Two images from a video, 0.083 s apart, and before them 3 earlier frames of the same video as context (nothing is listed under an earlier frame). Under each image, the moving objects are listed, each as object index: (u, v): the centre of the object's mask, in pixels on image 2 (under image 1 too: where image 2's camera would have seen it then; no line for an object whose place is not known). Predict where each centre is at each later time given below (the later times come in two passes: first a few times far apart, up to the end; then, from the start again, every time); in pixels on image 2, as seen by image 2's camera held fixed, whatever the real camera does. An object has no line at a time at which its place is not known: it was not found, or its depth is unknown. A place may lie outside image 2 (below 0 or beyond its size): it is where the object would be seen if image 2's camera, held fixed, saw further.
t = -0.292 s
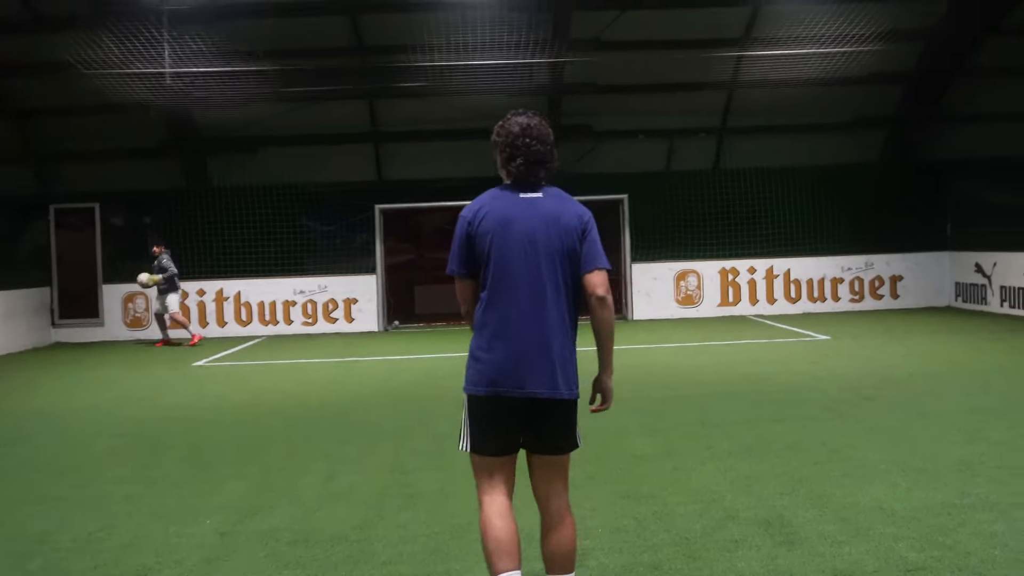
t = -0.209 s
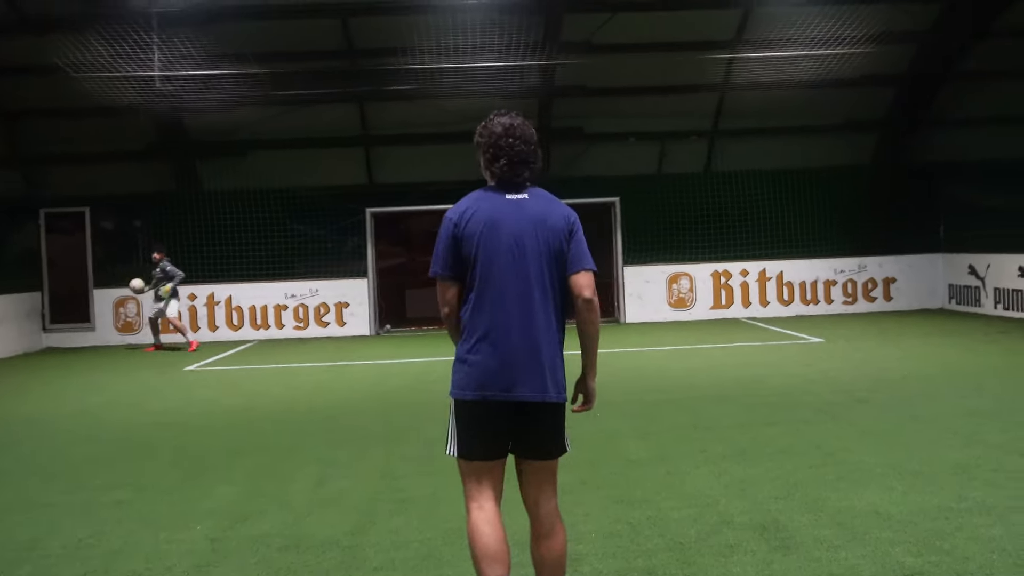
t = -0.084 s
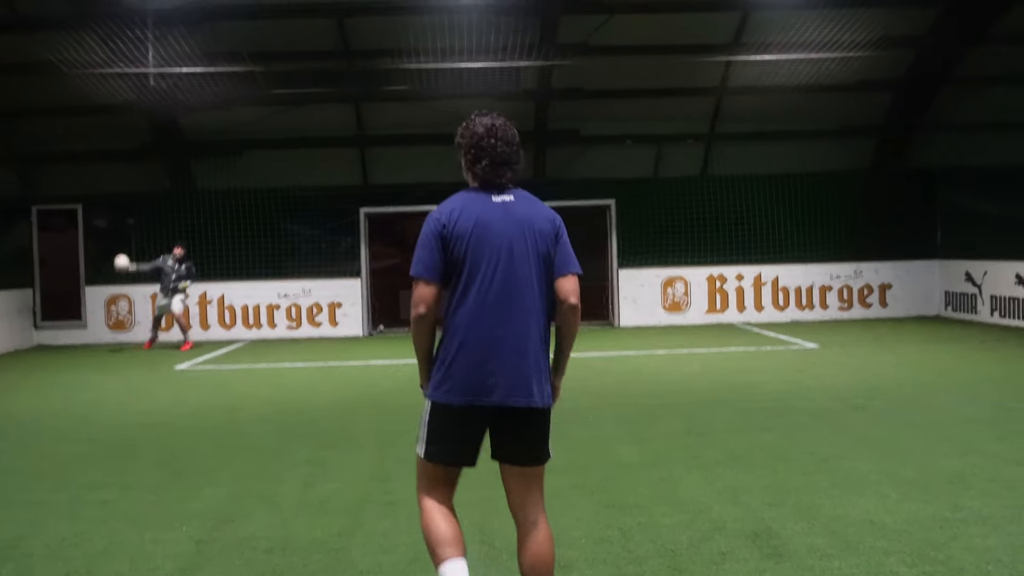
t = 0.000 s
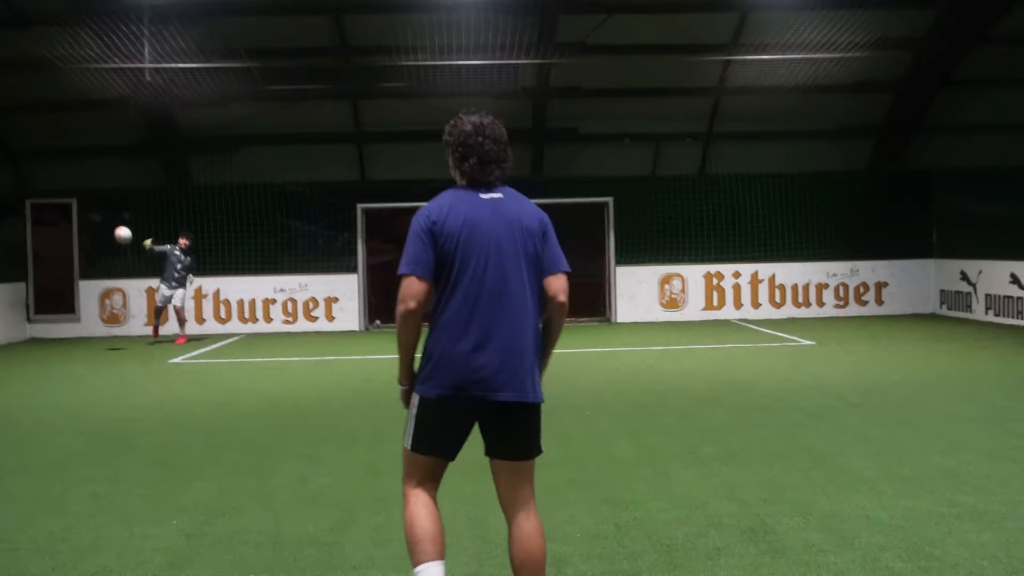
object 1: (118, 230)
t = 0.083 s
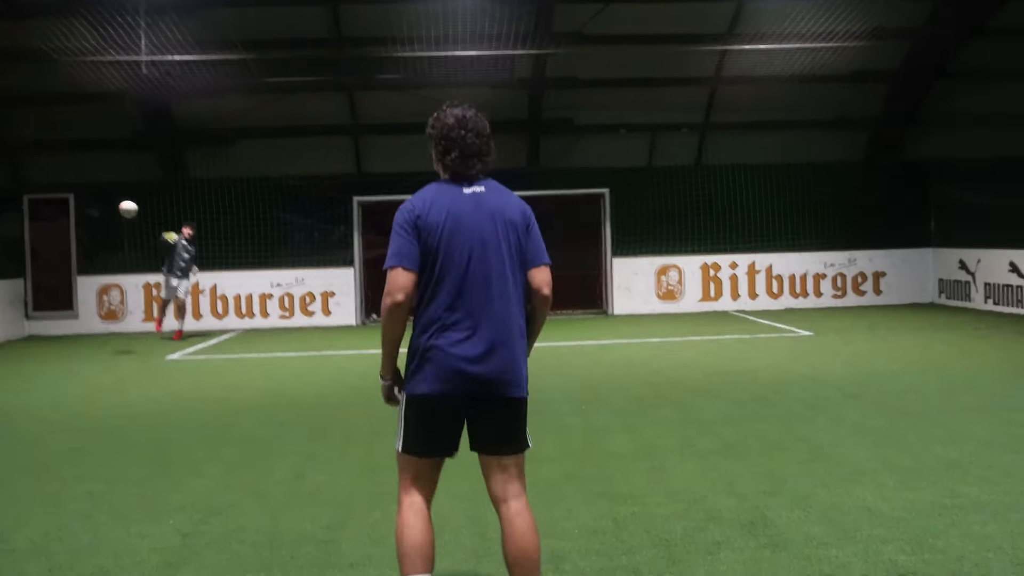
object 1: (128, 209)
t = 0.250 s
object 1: (145, 174)
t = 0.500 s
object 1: (180, 163)
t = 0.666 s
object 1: (209, 190)
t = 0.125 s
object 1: (132, 199)
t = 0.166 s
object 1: (136, 190)
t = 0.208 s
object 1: (141, 182)
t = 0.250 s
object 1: (145, 174)
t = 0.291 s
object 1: (151, 170)
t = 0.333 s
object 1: (156, 167)
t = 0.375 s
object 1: (161, 163)
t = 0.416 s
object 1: (167, 161)
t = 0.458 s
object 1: (174, 161)
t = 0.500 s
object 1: (180, 163)
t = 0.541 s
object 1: (187, 166)
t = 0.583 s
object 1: (194, 172)
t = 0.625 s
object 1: (201, 180)
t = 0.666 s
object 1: (209, 190)
